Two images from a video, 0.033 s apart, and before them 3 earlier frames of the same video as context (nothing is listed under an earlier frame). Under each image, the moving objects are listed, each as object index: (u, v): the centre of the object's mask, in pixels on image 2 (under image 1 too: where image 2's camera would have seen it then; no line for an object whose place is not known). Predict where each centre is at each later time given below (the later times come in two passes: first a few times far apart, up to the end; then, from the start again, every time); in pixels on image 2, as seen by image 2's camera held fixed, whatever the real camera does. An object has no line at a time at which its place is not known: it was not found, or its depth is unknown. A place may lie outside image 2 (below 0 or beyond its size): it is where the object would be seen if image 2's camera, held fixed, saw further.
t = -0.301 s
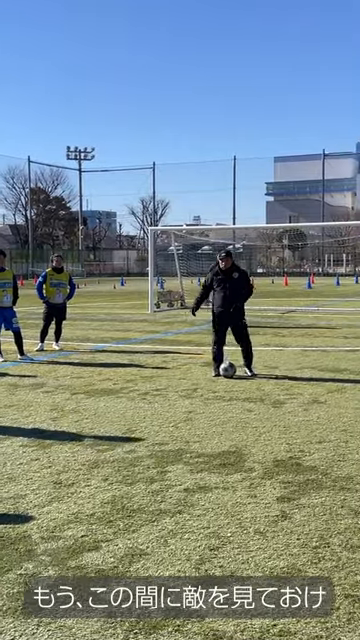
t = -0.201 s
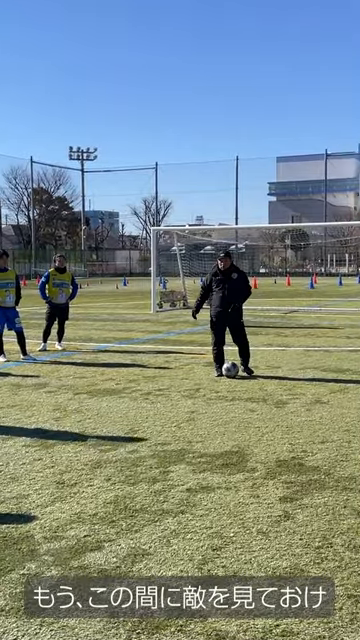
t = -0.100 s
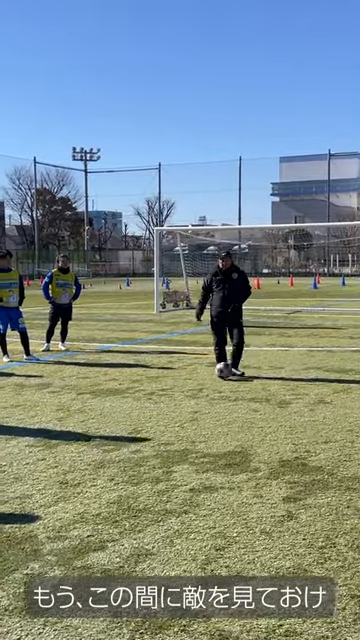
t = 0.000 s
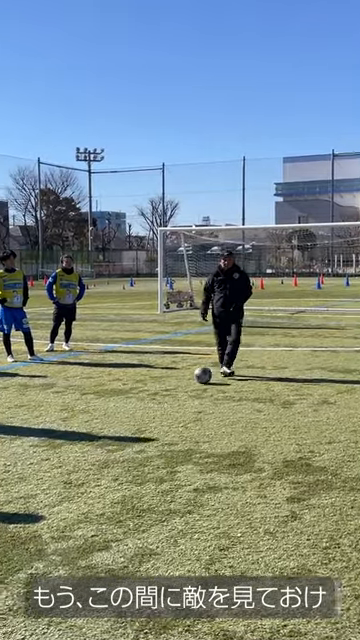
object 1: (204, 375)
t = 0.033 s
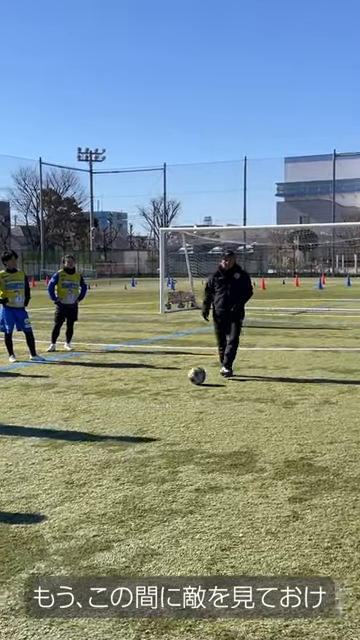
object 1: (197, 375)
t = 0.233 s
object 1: (157, 382)
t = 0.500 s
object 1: (113, 388)
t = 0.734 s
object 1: (71, 395)
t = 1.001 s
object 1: (24, 402)
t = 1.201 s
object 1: (-14, 408)
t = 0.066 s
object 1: (189, 377)
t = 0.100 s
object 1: (182, 379)
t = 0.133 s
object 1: (176, 378)
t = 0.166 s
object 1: (169, 379)
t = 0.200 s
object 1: (163, 381)
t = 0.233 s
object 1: (157, 382)
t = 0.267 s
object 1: (151, 382)
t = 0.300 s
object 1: (146, 383)
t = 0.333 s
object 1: (140, 384)
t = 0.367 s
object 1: (135, 384)
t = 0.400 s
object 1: (129, 386)
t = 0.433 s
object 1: (123, 386)
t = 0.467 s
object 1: (118, 387)
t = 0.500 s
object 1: (113, 388)
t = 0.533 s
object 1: (106, 389)
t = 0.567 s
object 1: (101, 390)
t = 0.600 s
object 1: (95, 391)
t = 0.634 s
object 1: (89, 392)
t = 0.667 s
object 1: (83, 393)
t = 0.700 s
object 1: (77, 394)
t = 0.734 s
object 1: (71, 395)
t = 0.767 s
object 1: (66, 395)
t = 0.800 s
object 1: (60, 397)
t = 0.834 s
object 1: (54, 397)
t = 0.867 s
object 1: (48, 398)
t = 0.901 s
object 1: (42, 399)
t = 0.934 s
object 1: (36, 400)
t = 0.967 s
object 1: (30, 401)
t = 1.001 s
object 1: (24, 402)
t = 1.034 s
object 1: (18, 403)
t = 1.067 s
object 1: (12, 404)
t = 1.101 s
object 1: (5, 405)
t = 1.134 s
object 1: (-1, 406)
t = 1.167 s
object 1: (-7, 407)
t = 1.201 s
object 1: (-14, 408)
